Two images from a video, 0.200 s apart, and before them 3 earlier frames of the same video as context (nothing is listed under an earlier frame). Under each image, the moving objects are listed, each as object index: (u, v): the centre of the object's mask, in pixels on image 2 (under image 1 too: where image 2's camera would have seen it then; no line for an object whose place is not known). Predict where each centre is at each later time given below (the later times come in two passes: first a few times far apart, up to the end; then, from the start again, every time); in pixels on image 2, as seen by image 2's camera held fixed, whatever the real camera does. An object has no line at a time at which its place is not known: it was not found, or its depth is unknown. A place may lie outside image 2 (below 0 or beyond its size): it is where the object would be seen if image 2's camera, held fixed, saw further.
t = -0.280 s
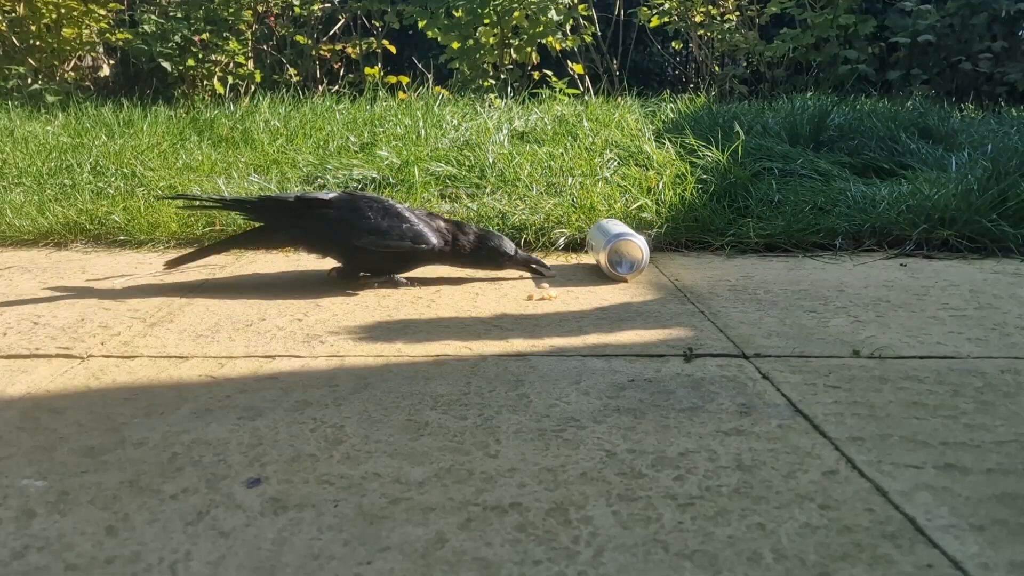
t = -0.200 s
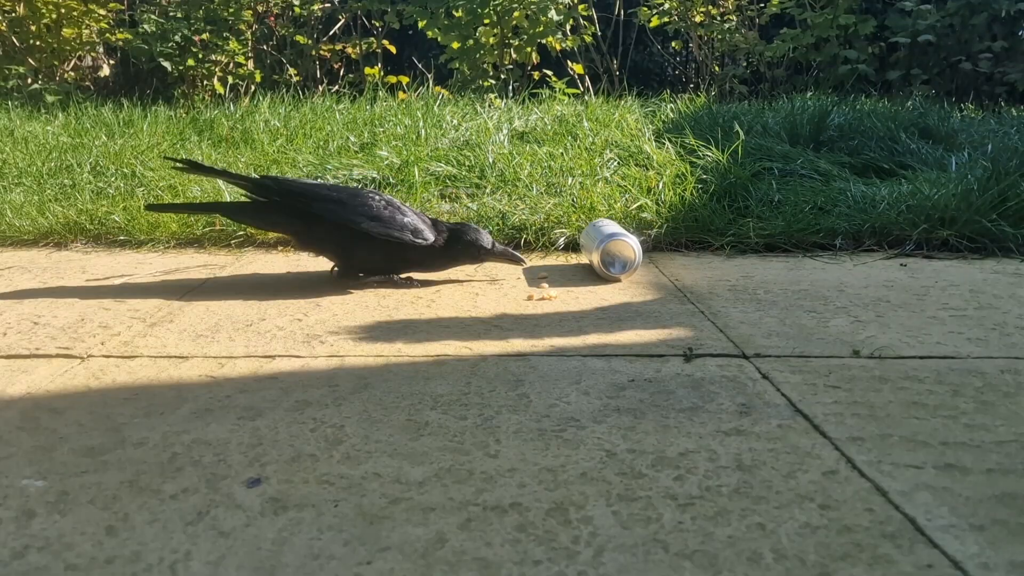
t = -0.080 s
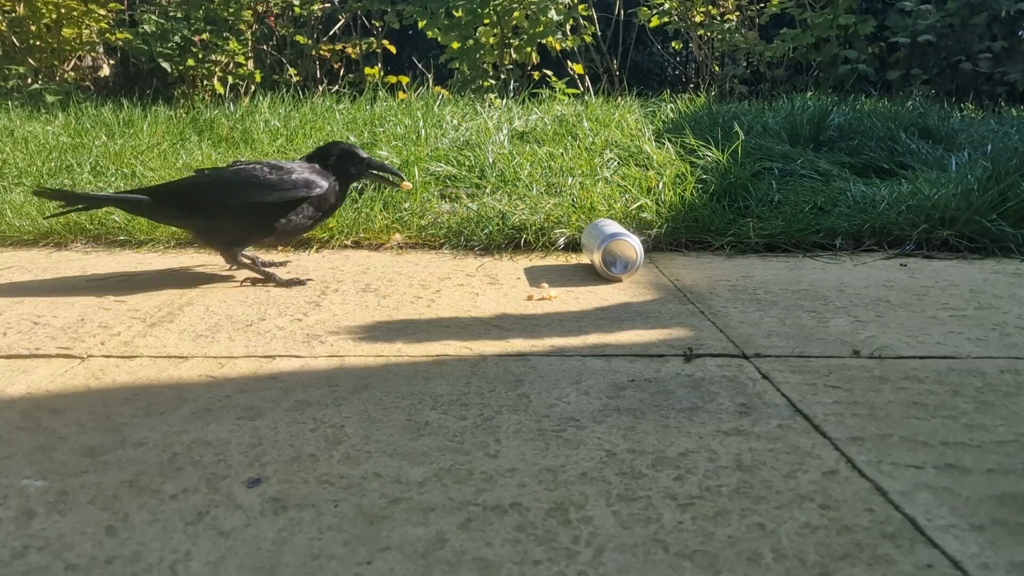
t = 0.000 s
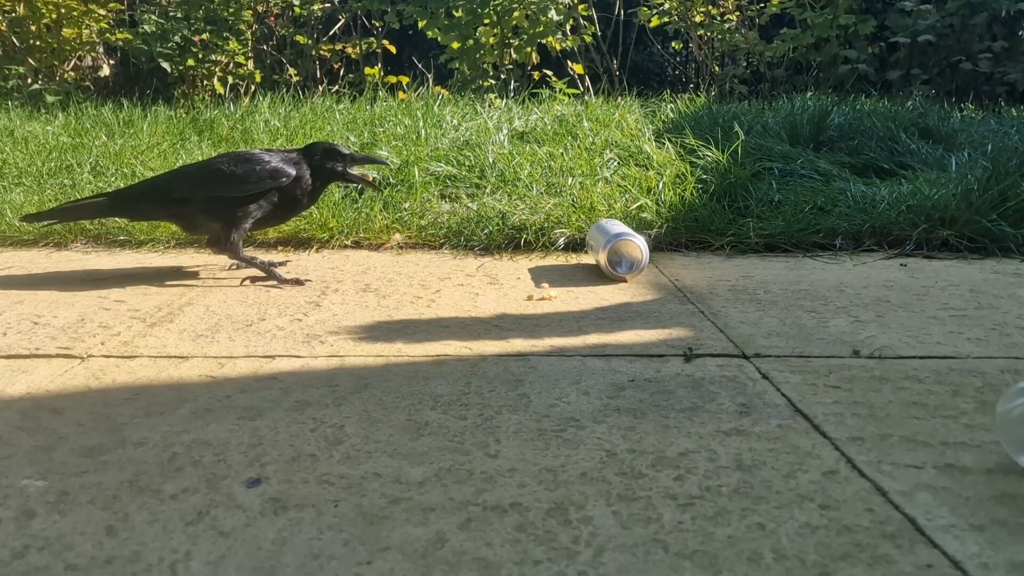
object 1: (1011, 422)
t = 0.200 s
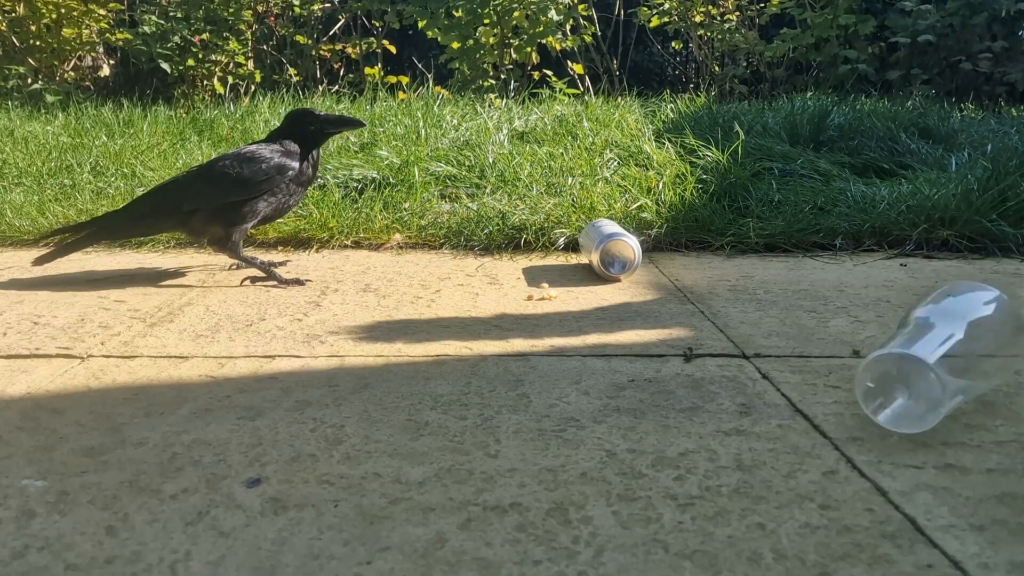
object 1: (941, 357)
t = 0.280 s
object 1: (879, 347)
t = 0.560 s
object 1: (688, 324)
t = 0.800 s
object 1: (609, 322)
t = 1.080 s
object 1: (532, 321)
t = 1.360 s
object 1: (400, 329)
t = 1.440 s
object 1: (372, 333)
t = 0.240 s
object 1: (910, 352)
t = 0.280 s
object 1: (879, 347)
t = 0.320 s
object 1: (851, 343)
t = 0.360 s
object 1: (815, 338)
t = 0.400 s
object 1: (786, 335)
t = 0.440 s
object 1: (753, 331)
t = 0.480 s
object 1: (719, 327)
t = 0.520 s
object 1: (699, 325)
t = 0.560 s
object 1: (688, 324)
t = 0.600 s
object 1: (679, 324)
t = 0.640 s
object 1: (659, 323)
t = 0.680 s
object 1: (642, 322)
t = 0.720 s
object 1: (633, 322)
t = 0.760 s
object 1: (623, 321)
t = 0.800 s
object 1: (609, 322)
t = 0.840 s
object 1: (595, 321)
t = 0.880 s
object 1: (586, 321)
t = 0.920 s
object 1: (579, 321)
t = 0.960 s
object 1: (569, 320)
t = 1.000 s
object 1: (564, 321)
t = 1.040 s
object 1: (550, 321)
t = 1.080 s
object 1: (532, 321)
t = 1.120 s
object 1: (518, 322)
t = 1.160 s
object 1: (500, 323)
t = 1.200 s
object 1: (477, 324)
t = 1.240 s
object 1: (460, 325)
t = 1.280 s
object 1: (441, 326)
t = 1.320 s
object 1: (417, 328)
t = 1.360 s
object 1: (400, 329)
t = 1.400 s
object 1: (385, 331)
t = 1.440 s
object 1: (372, 333)
